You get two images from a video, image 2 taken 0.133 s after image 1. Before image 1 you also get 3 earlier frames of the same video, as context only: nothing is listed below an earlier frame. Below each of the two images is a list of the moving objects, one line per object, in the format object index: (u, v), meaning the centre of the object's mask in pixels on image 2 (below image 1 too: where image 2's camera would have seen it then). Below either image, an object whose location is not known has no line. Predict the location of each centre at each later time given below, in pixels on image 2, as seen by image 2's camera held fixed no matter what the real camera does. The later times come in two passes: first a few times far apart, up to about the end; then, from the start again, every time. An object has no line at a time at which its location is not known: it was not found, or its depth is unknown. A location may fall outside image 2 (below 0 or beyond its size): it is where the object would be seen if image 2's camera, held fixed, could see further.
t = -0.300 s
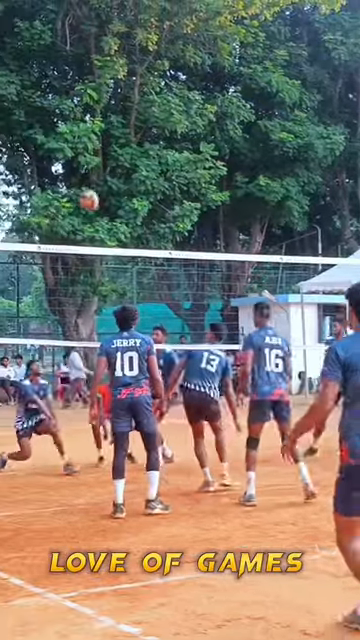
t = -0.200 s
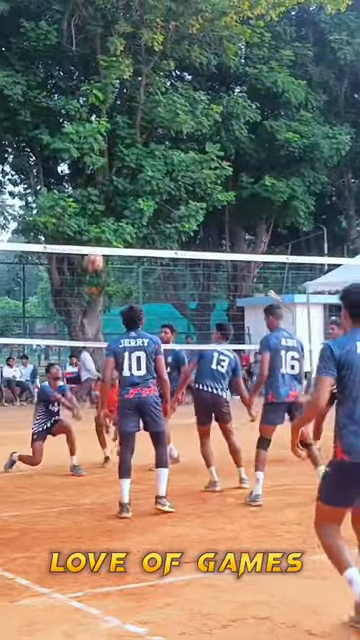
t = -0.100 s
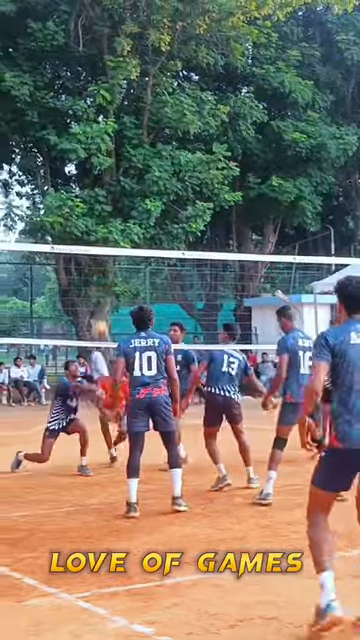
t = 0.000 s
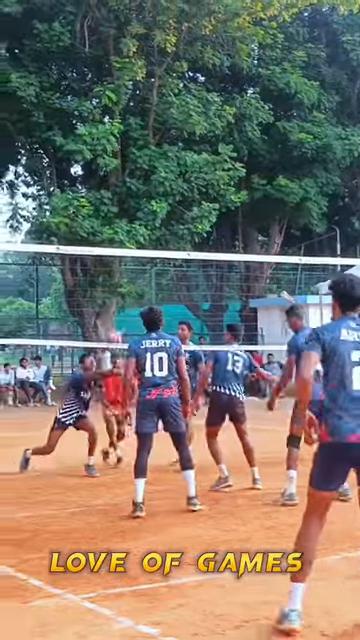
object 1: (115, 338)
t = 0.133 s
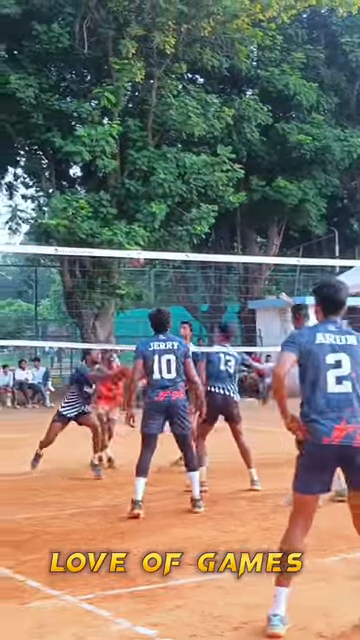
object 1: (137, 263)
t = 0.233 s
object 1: (152, 205)
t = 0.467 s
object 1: (190, 124)
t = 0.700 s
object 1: (226, 87)
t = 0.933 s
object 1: (263, 93)
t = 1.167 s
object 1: (302, 138)
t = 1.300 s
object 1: (321, 184)
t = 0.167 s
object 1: (142, 239)
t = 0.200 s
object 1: (146, 221)
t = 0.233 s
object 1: (152, 205)
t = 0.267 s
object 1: (157, 190)
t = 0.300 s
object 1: (162, 177)
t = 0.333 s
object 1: (168, 164)
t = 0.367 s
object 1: (173, 152)
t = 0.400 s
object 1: (178, 142)
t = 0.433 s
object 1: (182, 134)
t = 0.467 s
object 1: (190, 124)
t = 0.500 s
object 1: (194, 116)
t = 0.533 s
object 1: (200, 109)
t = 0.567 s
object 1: (205, 102)
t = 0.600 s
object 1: (211, 96)
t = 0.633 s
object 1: (216, 92)
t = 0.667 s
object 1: (221, 90)
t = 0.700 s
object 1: (226, 87)
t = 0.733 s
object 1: (231, 85)
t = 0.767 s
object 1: (236, 85)
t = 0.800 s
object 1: (241, 84)
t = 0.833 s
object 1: (247, 85)
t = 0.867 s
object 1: (253, 86)
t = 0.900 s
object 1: (257, 89)
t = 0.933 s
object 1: (263, 93)
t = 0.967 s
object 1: (269, 97)
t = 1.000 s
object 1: (274, 101)
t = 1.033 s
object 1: (279, 108)
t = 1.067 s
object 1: (284, 115)
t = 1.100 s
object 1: (289, 122)
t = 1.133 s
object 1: (296, 130)
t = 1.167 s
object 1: (302, 138)
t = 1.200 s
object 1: (306, 150)
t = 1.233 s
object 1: (312, 159)
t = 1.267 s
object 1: (316, 172)
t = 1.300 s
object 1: (321, 184)
